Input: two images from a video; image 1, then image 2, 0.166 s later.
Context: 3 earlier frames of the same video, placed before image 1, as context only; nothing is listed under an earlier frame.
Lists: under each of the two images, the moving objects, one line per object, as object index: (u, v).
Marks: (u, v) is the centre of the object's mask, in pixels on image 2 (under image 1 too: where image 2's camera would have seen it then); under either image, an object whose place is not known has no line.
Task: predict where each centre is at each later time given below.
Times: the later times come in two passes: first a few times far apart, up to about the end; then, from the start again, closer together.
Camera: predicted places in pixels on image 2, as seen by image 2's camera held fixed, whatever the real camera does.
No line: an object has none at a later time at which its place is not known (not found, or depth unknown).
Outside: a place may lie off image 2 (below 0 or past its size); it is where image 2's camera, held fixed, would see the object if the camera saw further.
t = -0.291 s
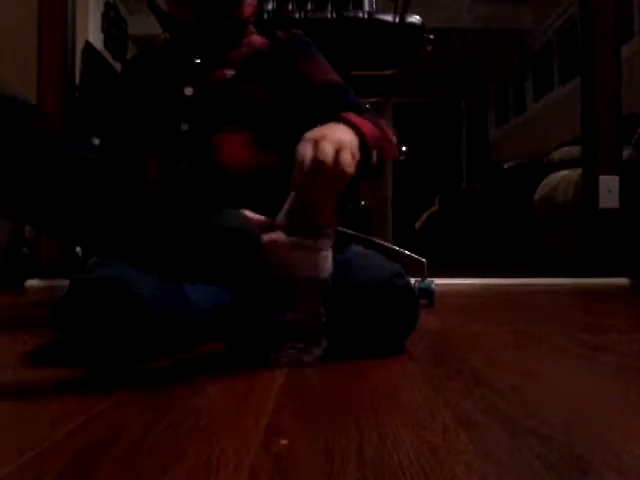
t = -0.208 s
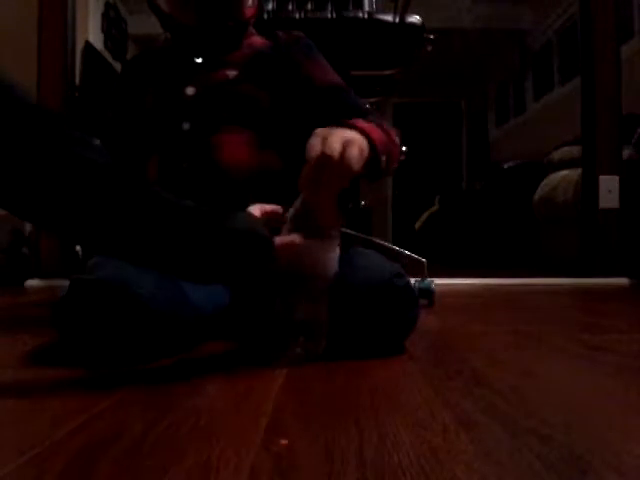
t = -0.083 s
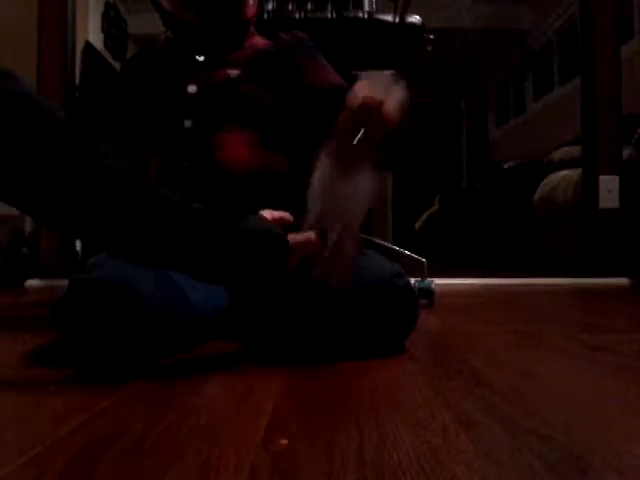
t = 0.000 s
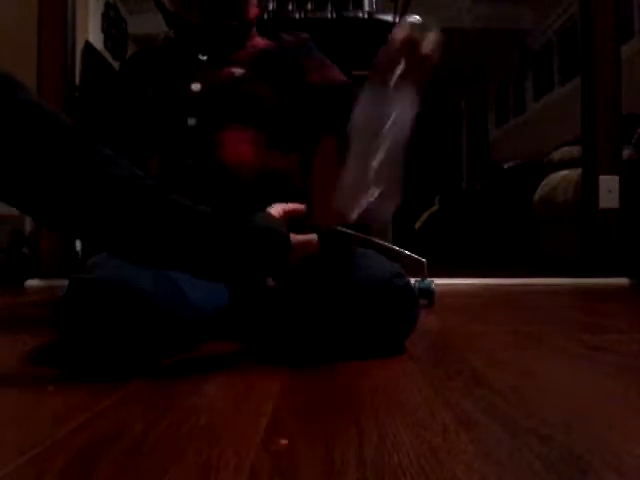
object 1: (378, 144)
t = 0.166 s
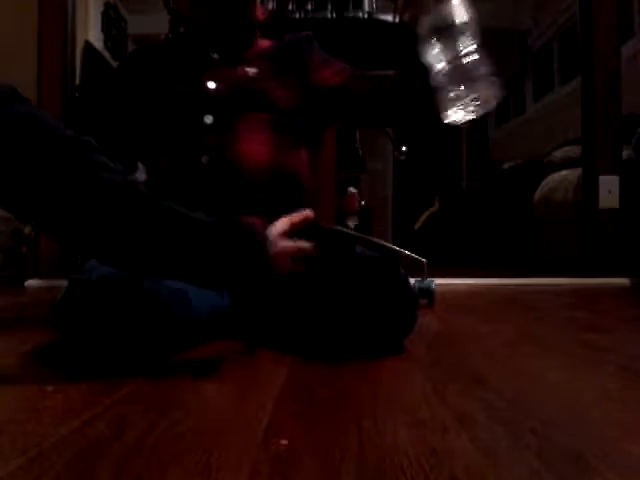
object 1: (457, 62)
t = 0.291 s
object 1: (490, 59)
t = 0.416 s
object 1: (494, 72)
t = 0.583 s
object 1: (467, 97)
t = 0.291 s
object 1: (490, 59)
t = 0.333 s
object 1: (495, 64)
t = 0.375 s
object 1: (495, 66)
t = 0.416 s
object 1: (494, 72)
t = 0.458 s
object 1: (489, 74)
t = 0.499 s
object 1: (484, 82)
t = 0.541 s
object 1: (476, 88)
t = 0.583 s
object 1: (467, 97)
